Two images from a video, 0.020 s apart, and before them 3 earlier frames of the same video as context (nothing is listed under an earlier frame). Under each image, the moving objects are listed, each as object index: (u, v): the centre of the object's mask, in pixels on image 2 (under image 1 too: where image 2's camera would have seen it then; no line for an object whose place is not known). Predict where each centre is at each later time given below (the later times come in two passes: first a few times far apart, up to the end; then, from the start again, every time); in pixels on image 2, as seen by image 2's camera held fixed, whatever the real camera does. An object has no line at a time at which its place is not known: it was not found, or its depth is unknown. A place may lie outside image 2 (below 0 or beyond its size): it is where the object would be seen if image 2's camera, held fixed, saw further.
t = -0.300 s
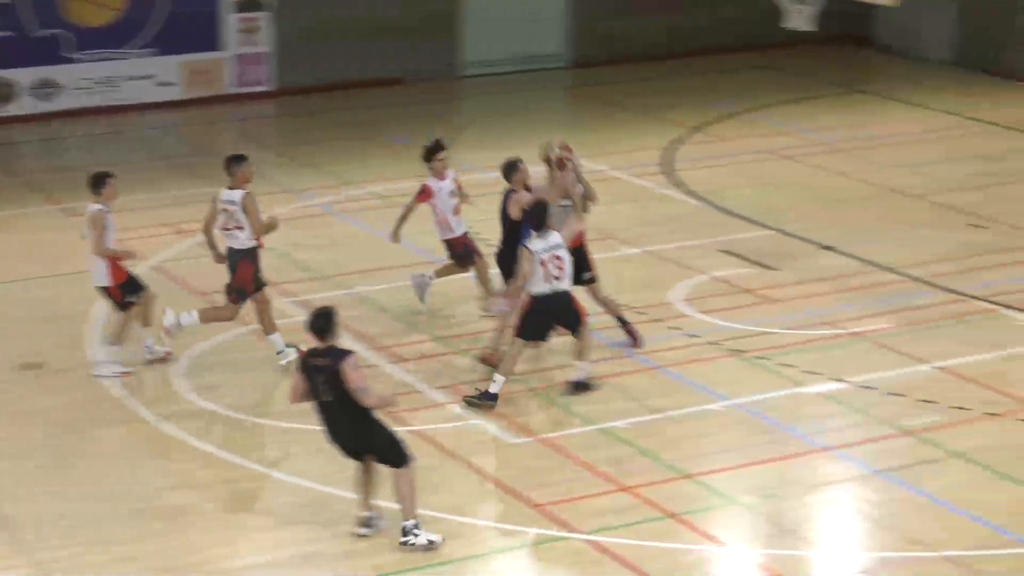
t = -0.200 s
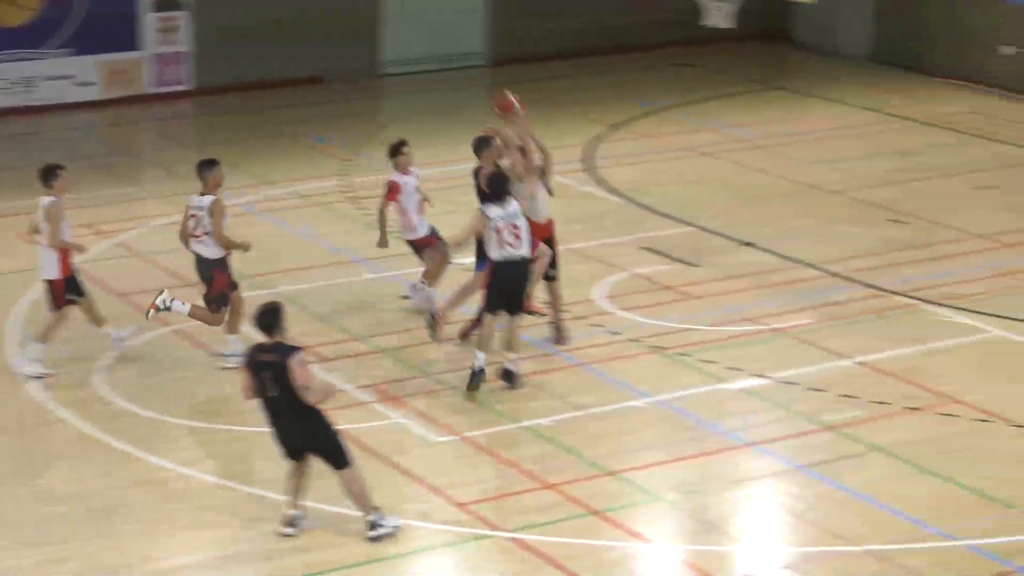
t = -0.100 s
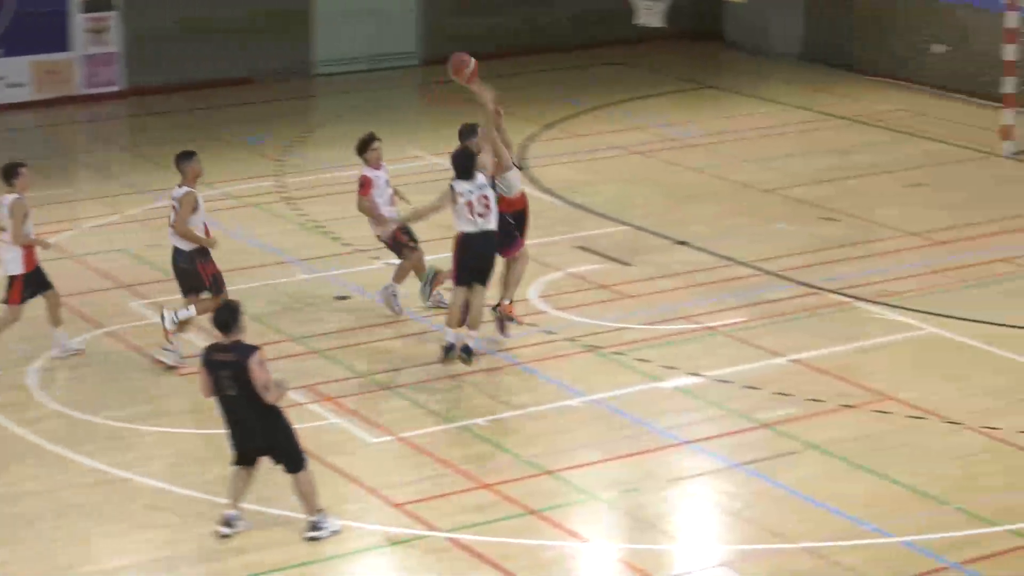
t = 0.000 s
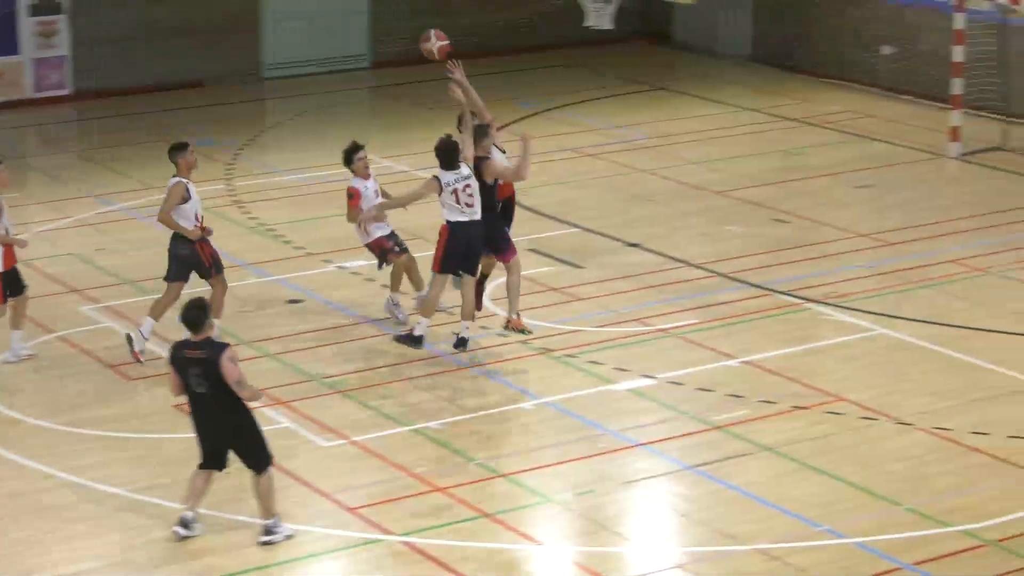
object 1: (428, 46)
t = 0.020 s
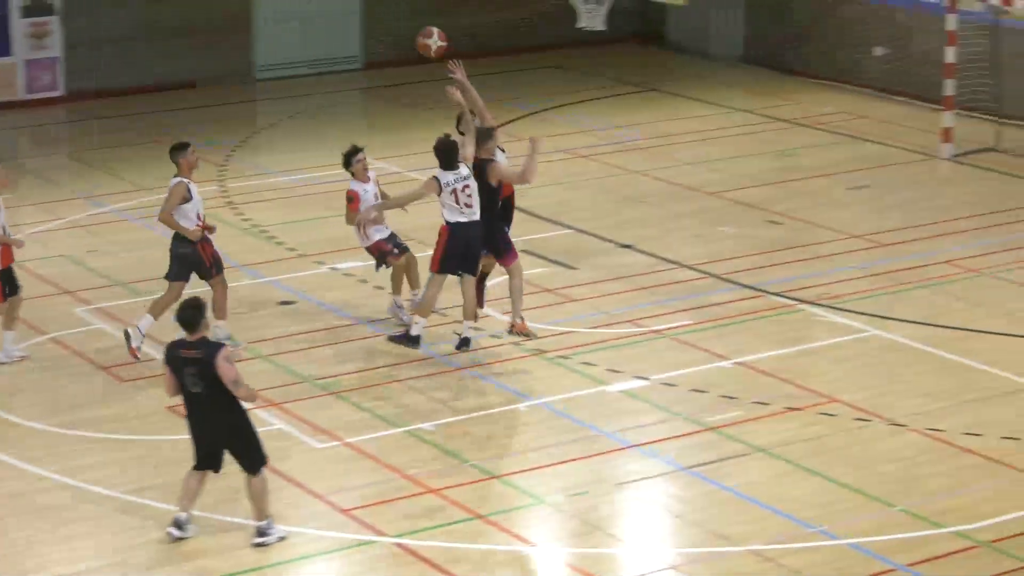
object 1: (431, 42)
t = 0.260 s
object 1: (482, 30)
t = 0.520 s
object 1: (538, 98)
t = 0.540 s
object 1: (543, 107)
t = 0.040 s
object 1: (435, 39)
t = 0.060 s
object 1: (439, 36)
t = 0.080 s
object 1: (444, 33)
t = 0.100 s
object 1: (448, 30)
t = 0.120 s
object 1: (452, 29)
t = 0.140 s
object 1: (456, 27)
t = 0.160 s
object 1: (460, 27)
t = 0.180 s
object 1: (464, 26)
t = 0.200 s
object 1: (469, 26)
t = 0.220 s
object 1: (473, 27)
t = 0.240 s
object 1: (478, 28)
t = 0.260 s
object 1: (482, 30)
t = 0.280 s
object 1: (486, 31)
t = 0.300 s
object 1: (490, 35)
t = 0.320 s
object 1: (494, 38)
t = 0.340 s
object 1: (499, 42)
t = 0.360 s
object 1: (504, 46)
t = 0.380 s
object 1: (508, 51)
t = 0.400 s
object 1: (512, 56)
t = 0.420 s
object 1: (517, 61)
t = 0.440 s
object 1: (521, 68)
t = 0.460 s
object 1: (524, 73)
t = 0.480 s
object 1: (530, 83)
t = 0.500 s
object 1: (534, 88)
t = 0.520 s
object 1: (538, 98)
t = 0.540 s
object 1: (543, 107)
